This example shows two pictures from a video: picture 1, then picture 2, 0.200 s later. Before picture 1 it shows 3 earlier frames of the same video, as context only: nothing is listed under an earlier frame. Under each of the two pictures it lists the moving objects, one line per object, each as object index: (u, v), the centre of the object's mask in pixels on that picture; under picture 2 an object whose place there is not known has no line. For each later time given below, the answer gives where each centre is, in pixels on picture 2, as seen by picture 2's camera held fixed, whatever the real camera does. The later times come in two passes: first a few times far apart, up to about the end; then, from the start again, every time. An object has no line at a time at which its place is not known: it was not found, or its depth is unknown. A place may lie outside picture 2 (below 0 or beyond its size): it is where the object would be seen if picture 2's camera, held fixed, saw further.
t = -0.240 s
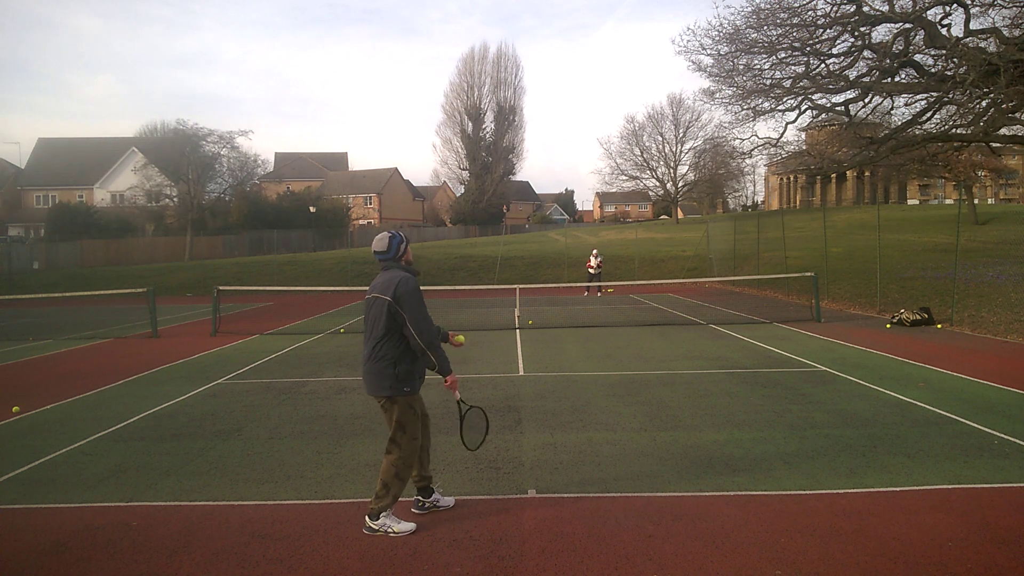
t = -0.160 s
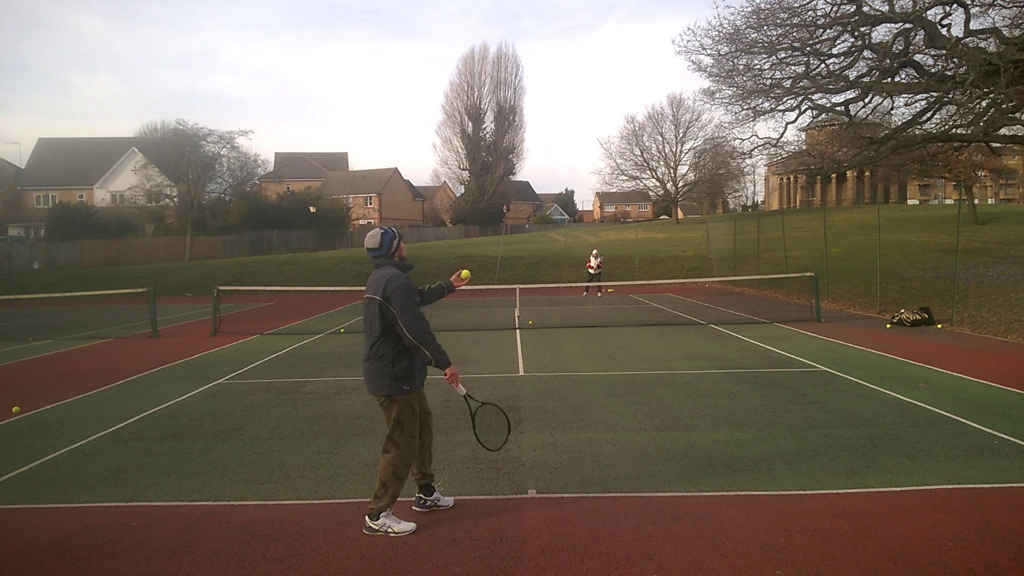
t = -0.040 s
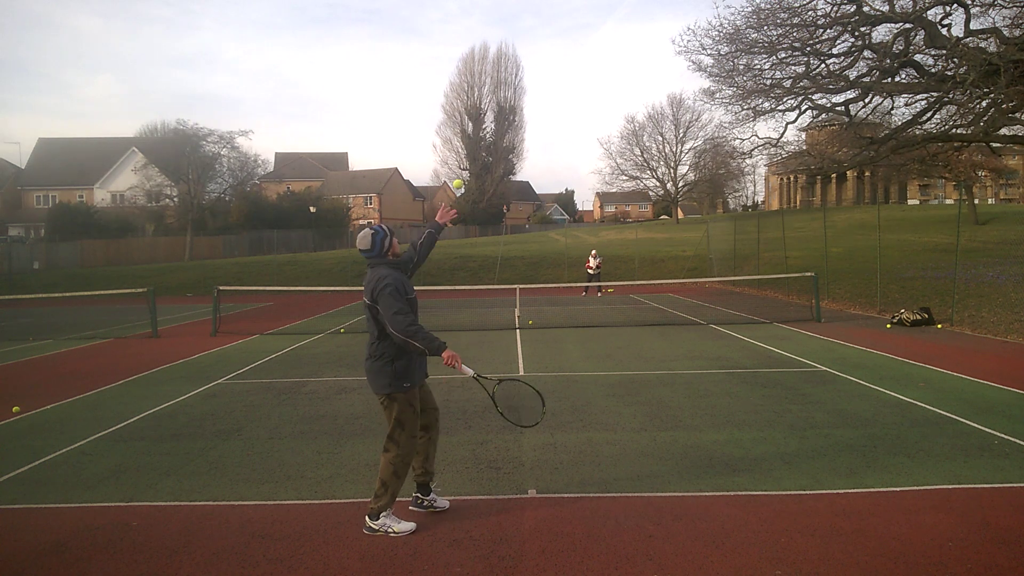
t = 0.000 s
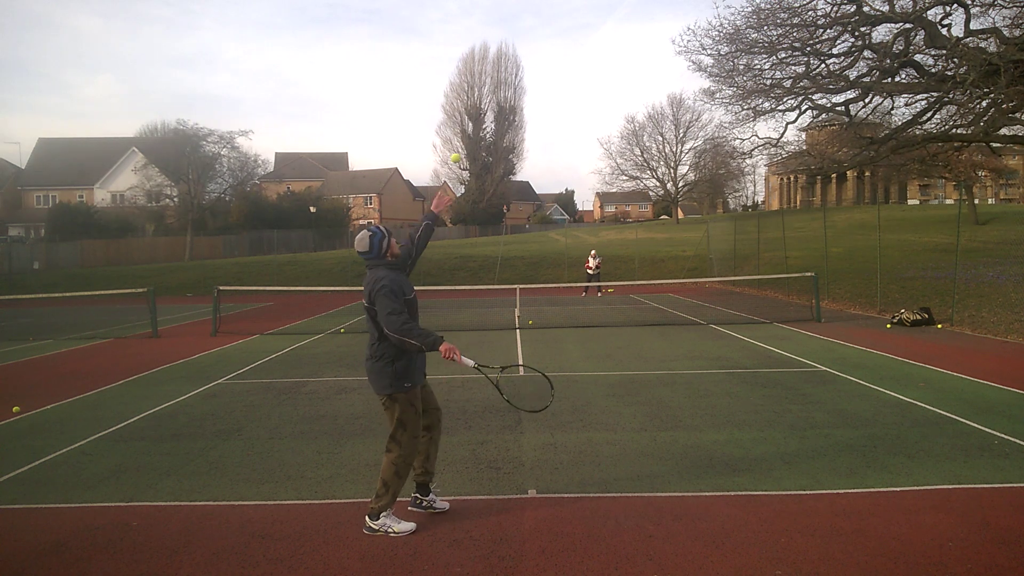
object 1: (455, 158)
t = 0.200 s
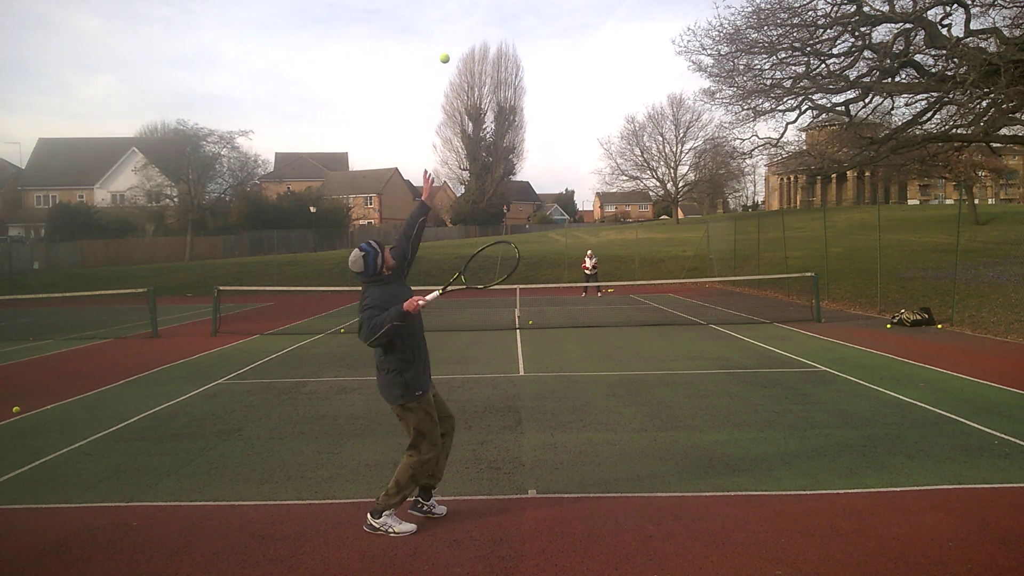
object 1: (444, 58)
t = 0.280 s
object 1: (440, 33)
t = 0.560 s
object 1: (428, 21)
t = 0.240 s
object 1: (442, 45)
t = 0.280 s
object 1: (440, 33)
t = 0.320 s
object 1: (438, 24)
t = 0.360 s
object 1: (436, 18)
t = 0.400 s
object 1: (435, 13)
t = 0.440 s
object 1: (433, 12)
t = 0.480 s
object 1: (431, 12)
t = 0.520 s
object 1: (429, 15)
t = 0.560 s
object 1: (428, 21)
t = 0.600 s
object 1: (426, 29)
